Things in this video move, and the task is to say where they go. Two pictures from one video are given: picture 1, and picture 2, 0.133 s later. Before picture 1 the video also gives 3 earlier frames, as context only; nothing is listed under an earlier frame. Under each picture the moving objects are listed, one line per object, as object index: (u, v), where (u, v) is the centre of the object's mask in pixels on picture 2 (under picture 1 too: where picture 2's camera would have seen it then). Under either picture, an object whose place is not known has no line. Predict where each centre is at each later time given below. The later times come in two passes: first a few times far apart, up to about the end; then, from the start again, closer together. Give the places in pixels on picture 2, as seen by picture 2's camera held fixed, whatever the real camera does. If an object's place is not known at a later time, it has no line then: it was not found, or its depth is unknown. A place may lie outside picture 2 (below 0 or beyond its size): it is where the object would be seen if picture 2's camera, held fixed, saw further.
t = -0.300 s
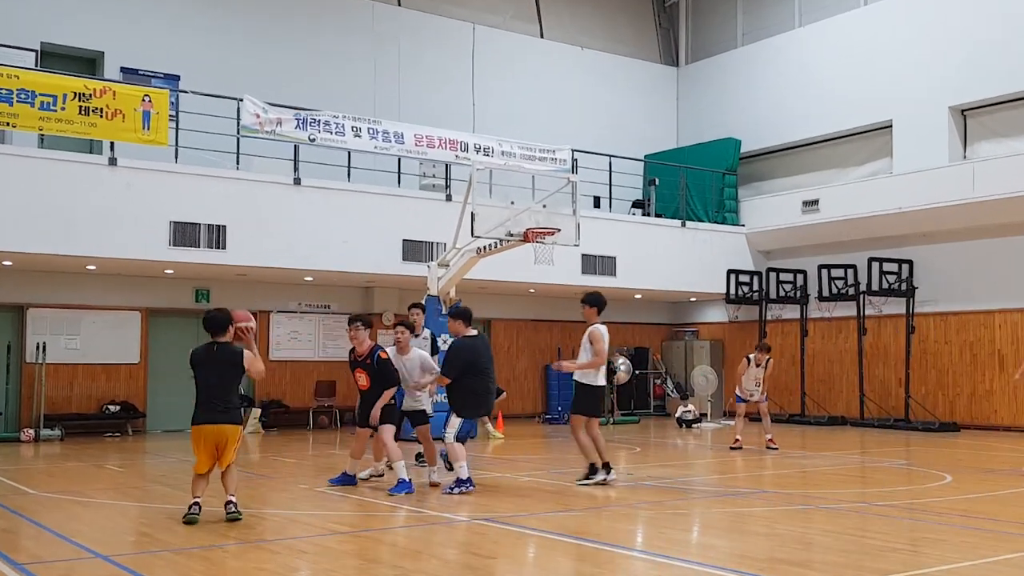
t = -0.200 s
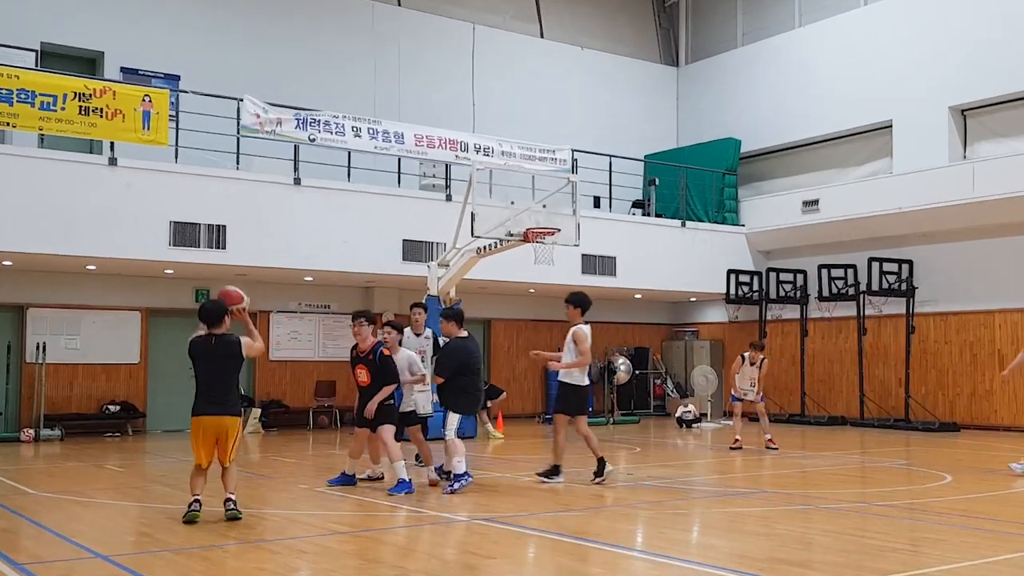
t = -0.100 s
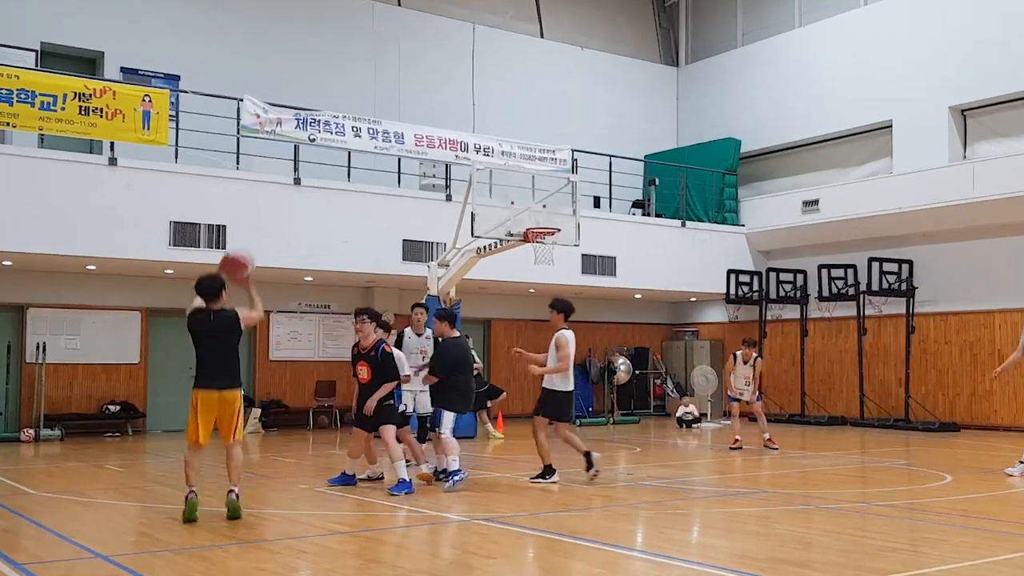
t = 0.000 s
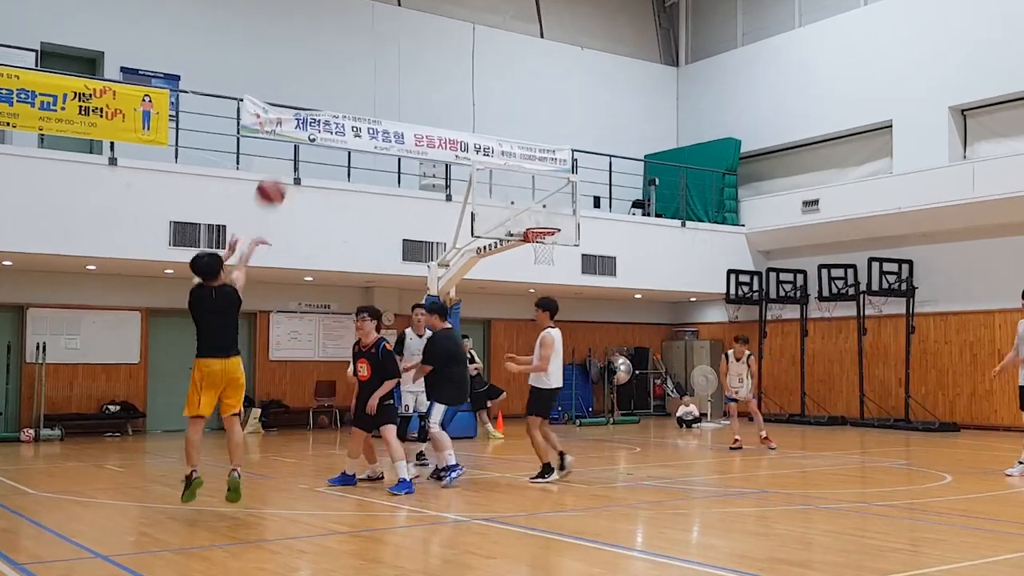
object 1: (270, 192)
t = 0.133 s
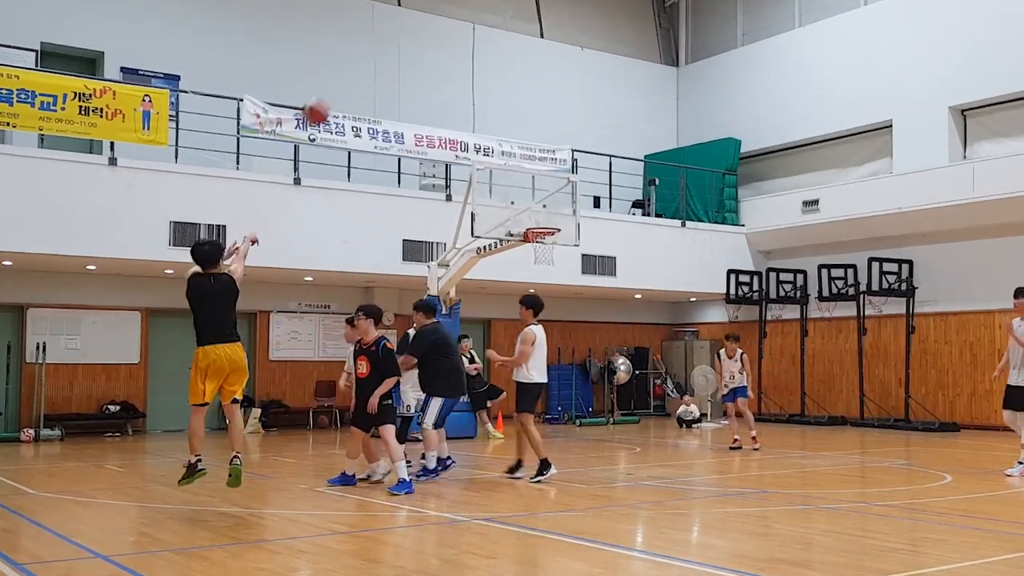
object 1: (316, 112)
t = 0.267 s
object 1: (352, 60)
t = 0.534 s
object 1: (414, 21)
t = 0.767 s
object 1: (456, 39)
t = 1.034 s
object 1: (495, 106)
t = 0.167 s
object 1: (325, 97)
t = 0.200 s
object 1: (334, 83)
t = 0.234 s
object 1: (344, 70)
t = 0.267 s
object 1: (352, 60)
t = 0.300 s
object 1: (361, 51)
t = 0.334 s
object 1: (369, 43)
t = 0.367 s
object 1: (377, 37)
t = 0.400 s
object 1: (385, 31)
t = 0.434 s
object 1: (392, 27)
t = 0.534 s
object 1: (414, 21)
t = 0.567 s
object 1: (421, 21)
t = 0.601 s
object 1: (427, 22)
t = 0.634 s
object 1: (433, 24)
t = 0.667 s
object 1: (439, 27)
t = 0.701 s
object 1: (445, 30)
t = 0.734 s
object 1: (451, 35)
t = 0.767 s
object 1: (456, 39)
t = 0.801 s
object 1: (461, 45)
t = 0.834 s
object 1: (466, 52)
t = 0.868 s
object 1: (471, 59)
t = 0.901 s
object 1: (477, 67)
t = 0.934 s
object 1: (481, 76)
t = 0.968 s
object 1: (486, 85)
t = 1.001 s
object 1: (490, 95)
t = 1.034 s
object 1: (495, 106)
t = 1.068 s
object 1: (500, 116)
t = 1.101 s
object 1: (504, 127)
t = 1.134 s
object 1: (508, 139)
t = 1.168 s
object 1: (513, 152)
